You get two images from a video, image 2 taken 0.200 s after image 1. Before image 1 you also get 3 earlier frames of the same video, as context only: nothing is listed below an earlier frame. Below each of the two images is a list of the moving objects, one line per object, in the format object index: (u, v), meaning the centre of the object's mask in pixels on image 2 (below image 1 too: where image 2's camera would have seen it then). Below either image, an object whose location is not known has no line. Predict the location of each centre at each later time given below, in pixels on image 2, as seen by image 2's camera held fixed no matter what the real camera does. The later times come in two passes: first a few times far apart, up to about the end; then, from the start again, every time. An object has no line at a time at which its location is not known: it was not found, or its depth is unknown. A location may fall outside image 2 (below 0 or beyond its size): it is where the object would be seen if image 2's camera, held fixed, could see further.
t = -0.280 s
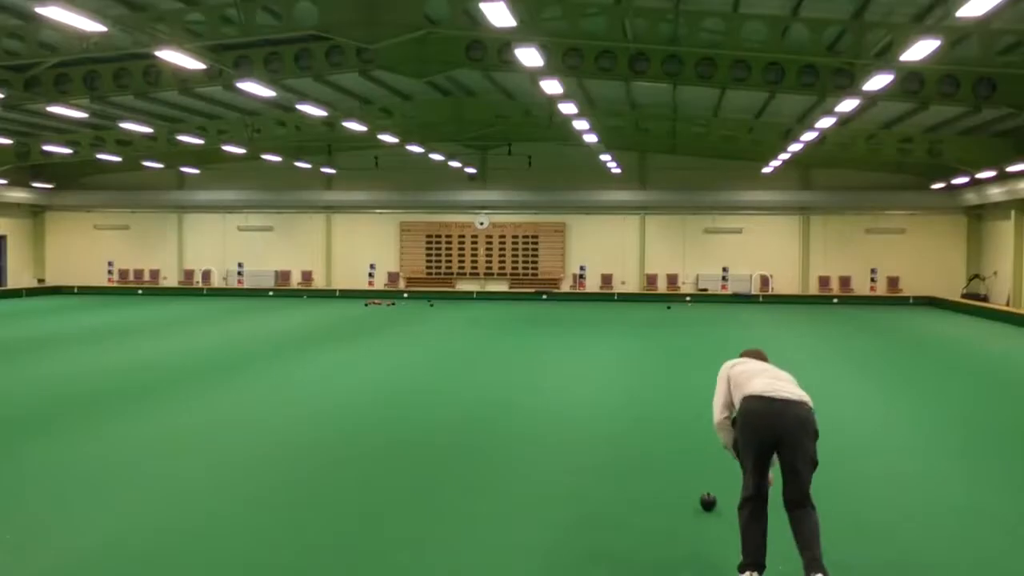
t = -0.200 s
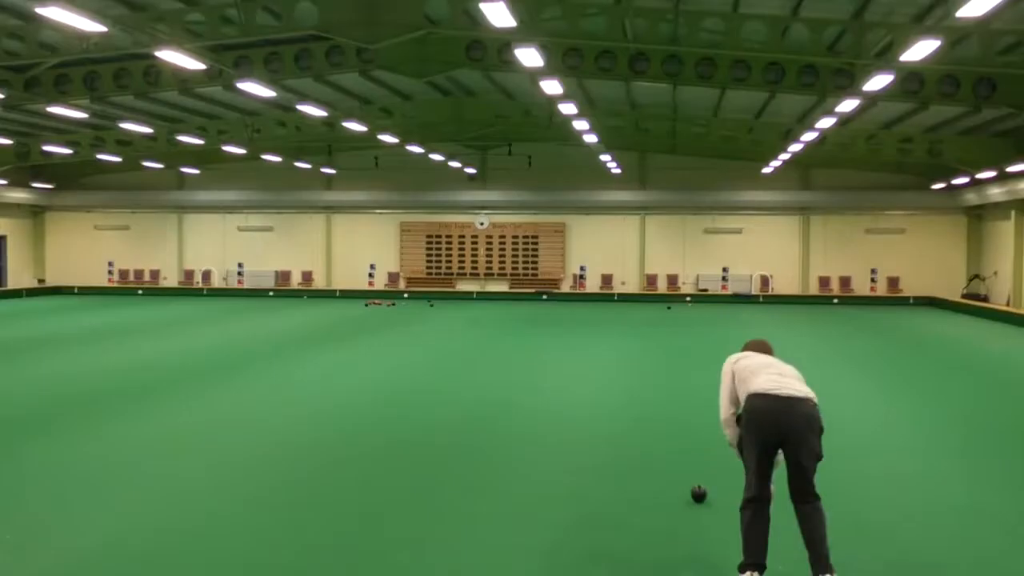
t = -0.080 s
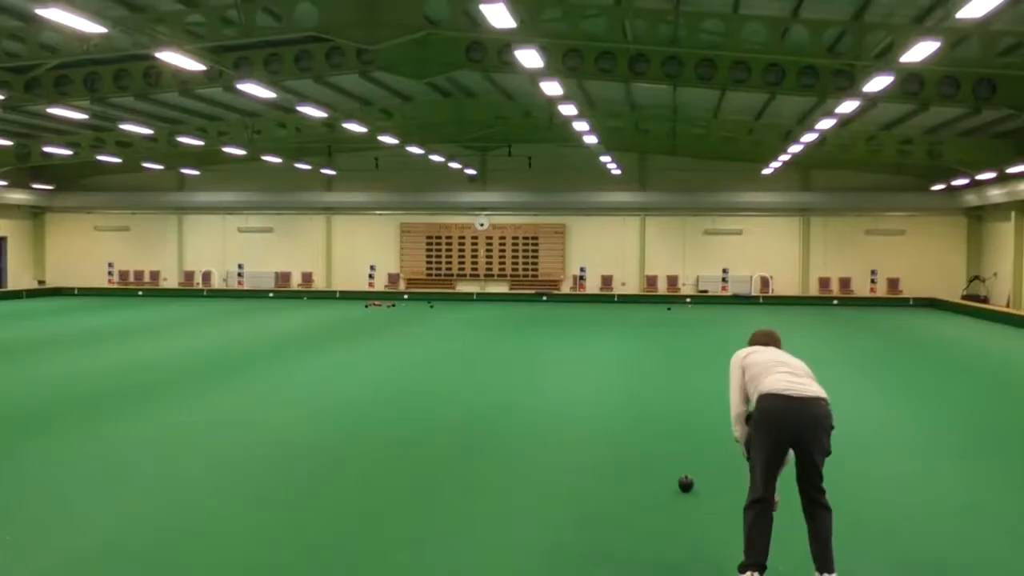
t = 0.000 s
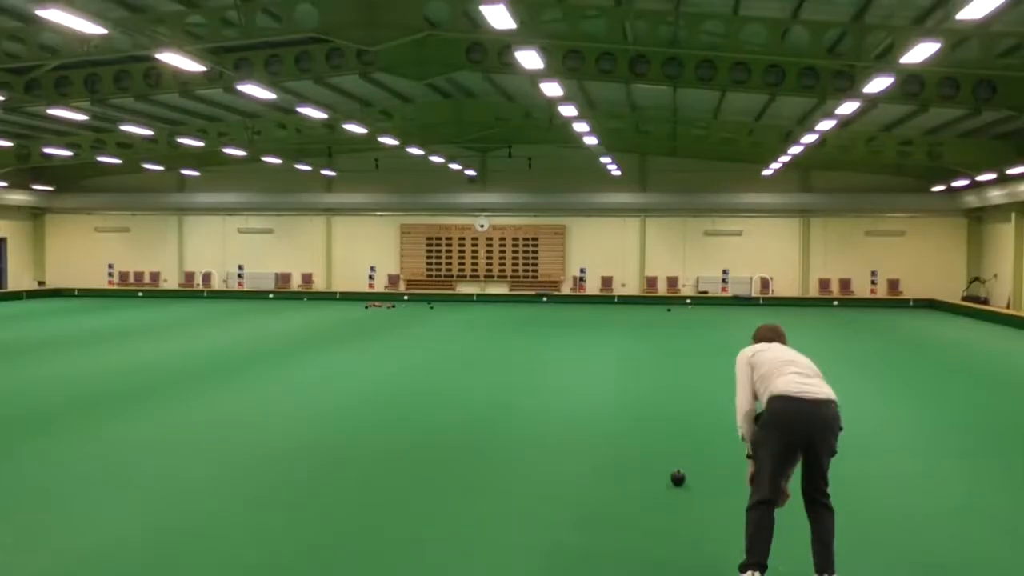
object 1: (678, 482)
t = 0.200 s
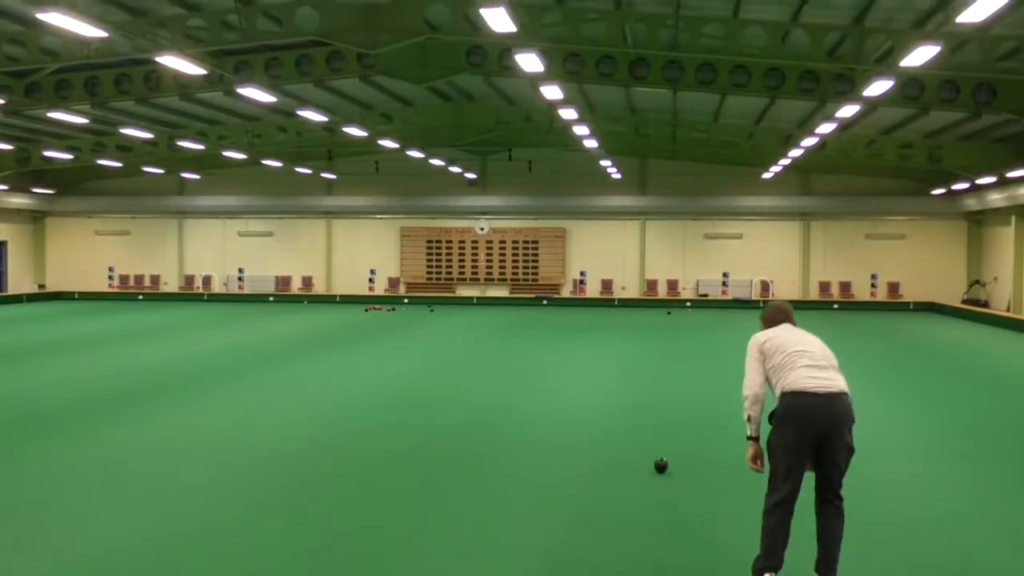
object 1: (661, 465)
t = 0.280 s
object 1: (654, 460)
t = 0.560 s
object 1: (635, 442)
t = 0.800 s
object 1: (623, 429)
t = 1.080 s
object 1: (611, 417)
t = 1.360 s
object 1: (602, 406)
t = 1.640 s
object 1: (594, 397)
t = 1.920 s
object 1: (589, 389)
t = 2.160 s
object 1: (585, 383)
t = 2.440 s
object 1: (581, 376)
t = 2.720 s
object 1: (578, 371)
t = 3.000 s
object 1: (577, 365)
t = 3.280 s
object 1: (576, 361)
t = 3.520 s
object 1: (575, 357)
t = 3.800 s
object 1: (575, 354)
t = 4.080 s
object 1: (575, 351)
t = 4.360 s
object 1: (576, 347)
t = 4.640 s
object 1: (577, 344)
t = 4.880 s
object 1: (577, 342)
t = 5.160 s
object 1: (579, 340)
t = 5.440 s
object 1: (580, 337)
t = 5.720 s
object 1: (582, 335)
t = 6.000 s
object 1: (584, 333)
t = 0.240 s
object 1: (657, 463)
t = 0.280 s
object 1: (654, 460)
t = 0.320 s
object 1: (651, 457)
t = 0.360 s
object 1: (648, 454)
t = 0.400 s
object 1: (645, 451)
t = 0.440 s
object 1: (643, 449)
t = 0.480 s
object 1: (640, 447)
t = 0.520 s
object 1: (638, 444)
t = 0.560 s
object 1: (635, 442)
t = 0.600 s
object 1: (633, 440)
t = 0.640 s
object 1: (631, 438)
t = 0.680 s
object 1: (629, 436)
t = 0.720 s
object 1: (627, 434)
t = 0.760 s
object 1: (625, 431)
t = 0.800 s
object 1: (623, 429)
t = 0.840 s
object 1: (621, 427)
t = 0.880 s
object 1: (619, 425)
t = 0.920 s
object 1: (617, 423)
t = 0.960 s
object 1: (616, 422)
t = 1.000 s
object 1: (614, 420)
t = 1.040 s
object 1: (613, 418)
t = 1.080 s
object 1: (611, 417)
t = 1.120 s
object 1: (609, 415)
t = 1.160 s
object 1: (608, 414)
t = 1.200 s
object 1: (607, 412)
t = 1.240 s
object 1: (605, 410)
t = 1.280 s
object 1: (604, 409)
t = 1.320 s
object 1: (603, 408)
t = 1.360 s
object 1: (602, 406)
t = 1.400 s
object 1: (600, 405)
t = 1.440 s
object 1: (599, 404)
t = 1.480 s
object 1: (598, 402)
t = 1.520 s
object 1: (597, 401)
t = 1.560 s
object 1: (596, 399)
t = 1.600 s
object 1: (595, 398)
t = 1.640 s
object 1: (594, 397)
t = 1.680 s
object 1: (593, 396)
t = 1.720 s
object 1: (592, 394)
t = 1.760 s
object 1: (592, 393)
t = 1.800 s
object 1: (591, 392)
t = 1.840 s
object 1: (590, 391)
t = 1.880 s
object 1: (589, 390)
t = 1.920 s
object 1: (589, 389)
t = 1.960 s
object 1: (588, 388)
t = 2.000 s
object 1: (587, 387)
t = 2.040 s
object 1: (586, 386)
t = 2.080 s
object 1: (586, 385)
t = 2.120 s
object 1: (585, 383)
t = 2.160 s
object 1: (585, 383)
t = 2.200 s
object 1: (584, 382)
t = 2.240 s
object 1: (583, 380)
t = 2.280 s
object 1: (583, 380)
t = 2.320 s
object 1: (583, 379)
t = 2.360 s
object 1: (582, 378)
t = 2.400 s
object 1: (581, 377)
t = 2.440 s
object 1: (581, 376)
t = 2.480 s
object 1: (580, 375)
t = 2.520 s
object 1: (580, 374)
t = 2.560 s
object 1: (580, 373)
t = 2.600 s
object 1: (579, 373)
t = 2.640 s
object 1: (579, 372)
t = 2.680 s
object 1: (579, 371)
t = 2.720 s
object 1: (578, 371)
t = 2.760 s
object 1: (578, 370)
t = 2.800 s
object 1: (578, 369)
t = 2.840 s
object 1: (577, 368)
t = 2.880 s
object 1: (577, 368)
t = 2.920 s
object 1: (577, 367)
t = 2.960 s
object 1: (577, 366)
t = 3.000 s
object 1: (577, 365)
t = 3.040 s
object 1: (576, 365)
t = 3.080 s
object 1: (576, 364)
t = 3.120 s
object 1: (576, 364)
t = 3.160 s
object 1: (576, 363)
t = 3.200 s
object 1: (576, 362)
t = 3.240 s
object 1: (576, 361)
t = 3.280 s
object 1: (576, 361)
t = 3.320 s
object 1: (576, 360)
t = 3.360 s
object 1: (575, 360)
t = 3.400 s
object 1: (575, 359)
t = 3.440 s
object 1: (575, 359)
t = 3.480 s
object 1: (575, 358)
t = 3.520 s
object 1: (575, 357)
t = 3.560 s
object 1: (575, 357)
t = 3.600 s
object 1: (575, 356)
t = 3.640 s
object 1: (575, 356)
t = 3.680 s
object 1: (575, 355)
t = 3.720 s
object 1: (575, 355)
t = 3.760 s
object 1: (575, 354)
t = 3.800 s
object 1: (575, 354)
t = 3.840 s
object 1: (575, 353)
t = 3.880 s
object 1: (575, 353)
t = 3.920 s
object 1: (575, 352)
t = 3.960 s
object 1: (575, 351)
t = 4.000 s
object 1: (575, 351)
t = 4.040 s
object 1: (575, 351)
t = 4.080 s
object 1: (575, 351)
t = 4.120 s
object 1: (575, 350)
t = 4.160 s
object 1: (575, 349)
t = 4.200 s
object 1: (575, 349)
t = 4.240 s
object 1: (575, 348)
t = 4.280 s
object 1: (576, 347)
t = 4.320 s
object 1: (576, 347)
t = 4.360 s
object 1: (576, 347)
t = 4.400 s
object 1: (576, 347)
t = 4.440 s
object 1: (576, 346)
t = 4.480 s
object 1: (576, 346)
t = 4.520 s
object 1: (576, 345)
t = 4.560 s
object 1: (576, 345)
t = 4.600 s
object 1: (576, 345)
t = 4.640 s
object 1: (577, 344)
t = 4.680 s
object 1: (577, 344)
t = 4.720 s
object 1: (577, 344)
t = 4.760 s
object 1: (577, 343)
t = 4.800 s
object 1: (577, 343)
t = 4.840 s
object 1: (577, 342)
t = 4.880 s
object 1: (577, 342)
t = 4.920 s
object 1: (578, 342)
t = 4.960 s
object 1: (578, 341)
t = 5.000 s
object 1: (578, 341)
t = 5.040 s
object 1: (578, 341)
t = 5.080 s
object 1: (578, 340)
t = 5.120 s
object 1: (579, 340)
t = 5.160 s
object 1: (579, 340)
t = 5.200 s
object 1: (579, 339)
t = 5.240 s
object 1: (579, 339)
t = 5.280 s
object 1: (579, 339)
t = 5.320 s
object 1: (579, 338)
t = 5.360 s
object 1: (580, 338)
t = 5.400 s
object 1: (580, 338)
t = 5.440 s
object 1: (580, 337)
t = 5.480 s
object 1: (580, 337)
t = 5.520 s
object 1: (581, 337)
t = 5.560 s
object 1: (581, 336)
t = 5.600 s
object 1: (581, 336)
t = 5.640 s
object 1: (582, 336)
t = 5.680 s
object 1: (582, 335)
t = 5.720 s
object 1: (582, 335)
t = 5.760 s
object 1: (582, 335)
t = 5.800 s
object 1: (582, 335)
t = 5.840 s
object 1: (583, 335)
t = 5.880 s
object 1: (583, 334)
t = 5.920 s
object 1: (583, 334)
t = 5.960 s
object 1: (584, 333)
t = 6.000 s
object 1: (584, 333)
